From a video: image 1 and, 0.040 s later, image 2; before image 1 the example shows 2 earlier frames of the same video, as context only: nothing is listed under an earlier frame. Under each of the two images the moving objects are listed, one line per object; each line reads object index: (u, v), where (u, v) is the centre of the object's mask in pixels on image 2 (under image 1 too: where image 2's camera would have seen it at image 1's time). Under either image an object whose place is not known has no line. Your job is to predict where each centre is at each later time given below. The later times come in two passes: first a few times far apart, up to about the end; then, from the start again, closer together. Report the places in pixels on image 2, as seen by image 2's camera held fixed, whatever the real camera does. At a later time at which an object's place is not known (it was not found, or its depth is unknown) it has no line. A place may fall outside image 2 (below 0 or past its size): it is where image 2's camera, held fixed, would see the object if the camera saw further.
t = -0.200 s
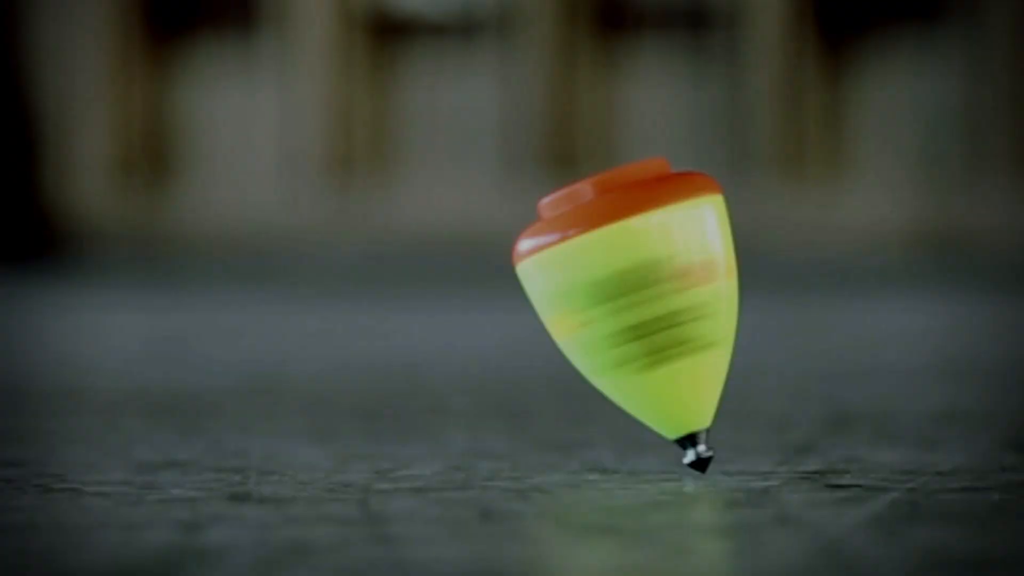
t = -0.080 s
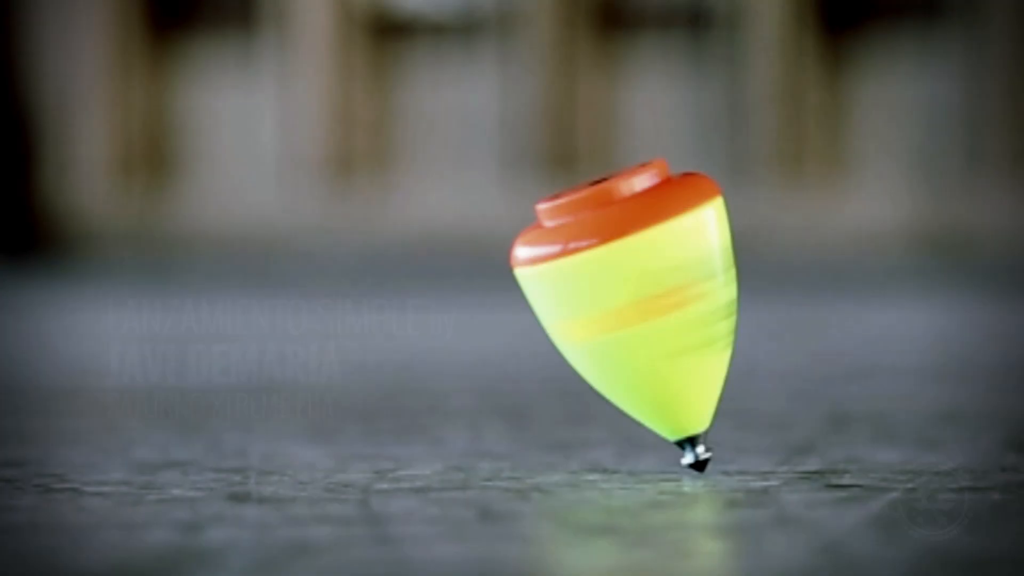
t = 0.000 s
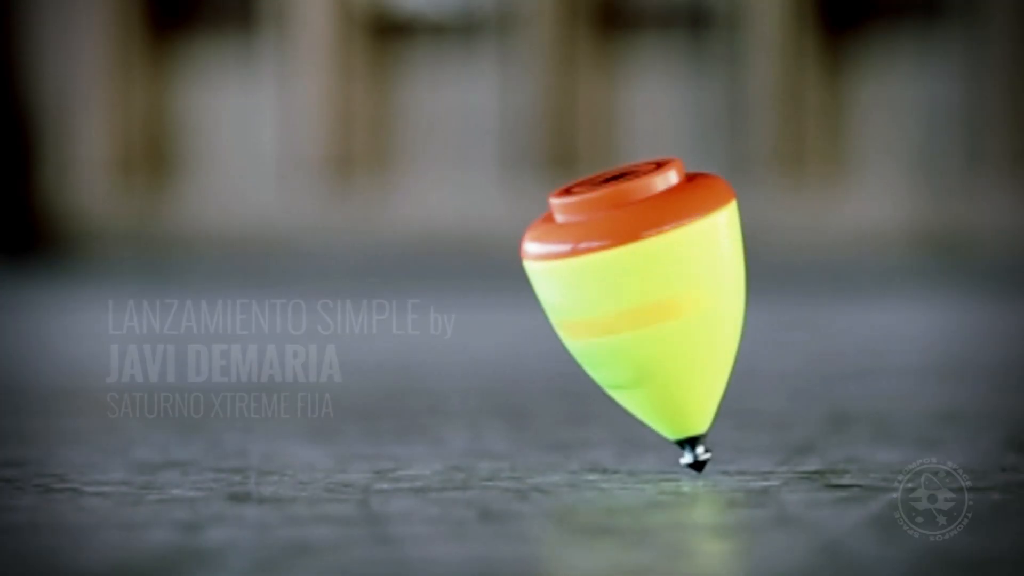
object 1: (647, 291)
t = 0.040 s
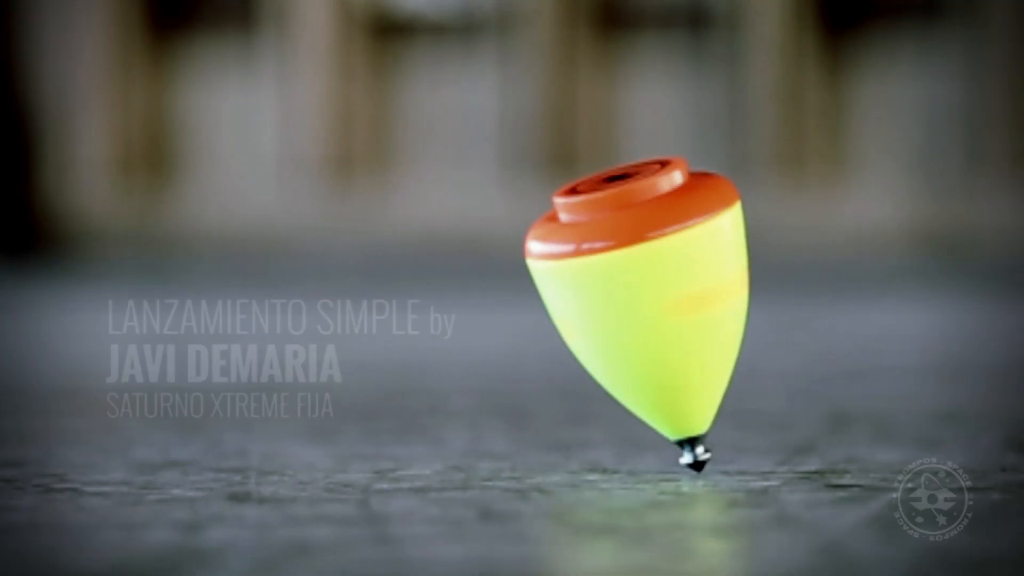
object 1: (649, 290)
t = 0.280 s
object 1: (667, 289)
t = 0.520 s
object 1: (703, 287)
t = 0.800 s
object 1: (718, 293)
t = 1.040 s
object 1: (708, 289)
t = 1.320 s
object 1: (684, 287)
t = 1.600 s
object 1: (662, 288)
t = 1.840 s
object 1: (651, 293)
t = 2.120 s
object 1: (664, 289)
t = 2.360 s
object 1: (687, 287)
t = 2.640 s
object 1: (724, 289)
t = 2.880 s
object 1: (736, 292)
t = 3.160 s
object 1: (720, 287)
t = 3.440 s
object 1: (686, 288)
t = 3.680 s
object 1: (671, 289)
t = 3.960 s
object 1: (661, 294)
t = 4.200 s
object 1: (684, 287)
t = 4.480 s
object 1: (720, 287)
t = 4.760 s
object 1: (742, 292)
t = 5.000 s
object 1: (741, 291)
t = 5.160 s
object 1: (724, 289)
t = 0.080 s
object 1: (651, 290)
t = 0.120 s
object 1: (652, 289)
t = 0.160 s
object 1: (654, 289)
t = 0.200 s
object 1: (657, 289)
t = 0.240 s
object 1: (661, 289)
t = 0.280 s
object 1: (667, 289)
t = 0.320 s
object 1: (675, 288)
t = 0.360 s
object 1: (684, 288)
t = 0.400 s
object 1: (691, 288)
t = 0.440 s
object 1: (698, 287)
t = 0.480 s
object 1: (702, 287)
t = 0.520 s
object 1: (703, 287)
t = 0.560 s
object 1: (704, 287)
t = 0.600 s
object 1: (704, 287)
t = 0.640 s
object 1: (705, 287)
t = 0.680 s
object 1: (708, 288)
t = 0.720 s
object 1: (711, 290)
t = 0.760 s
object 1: (715, 291)
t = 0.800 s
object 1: (718, 293)
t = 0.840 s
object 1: (719, 293)
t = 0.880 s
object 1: (719, 292)
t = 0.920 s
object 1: (717, 291)
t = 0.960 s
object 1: (714, 290)
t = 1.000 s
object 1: (711, 289)
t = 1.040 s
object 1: (708, 289)
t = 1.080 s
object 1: (705, 288)
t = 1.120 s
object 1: (702, 287)
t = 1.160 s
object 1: (698, 287)
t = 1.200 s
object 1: (695, 287)
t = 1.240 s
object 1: (692, 287)
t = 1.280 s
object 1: (688, 287)
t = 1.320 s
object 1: (684, 287)
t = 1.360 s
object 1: (679, 287)
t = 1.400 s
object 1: (675, 288)
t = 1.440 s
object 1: (670, 288)
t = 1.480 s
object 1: (667, 288)
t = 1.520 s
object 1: (666, 288)
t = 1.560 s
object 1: (664, 288)
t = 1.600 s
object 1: (662, 288)
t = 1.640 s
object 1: (661, 289)
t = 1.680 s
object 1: (660, 289)
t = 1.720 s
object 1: (657, 290)
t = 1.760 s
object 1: (654, 291)
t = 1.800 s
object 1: (652, 292)
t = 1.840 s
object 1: (651, 293)
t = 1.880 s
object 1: (650, 294)
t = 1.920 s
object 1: (650, 295)
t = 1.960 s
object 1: (652, 294)
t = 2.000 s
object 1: (654, 292)
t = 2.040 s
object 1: (657, 291)
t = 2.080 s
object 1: (661, 290)
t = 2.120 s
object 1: (664, 289)
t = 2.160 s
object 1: (667, 288)
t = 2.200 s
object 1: (669, 288)
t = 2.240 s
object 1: (673, 287)
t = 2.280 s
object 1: (676, 287)
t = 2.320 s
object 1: (681, 287)
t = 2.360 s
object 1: (687, 287)
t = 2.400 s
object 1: (693, 286)
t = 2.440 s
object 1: (700, 286)
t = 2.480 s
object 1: (705, 287)
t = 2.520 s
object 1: (711, 287)
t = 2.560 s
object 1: (716, 287)
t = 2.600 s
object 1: (721, 288)
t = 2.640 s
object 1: (724, 289)
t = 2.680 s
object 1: (728, 289)
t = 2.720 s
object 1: (730, 290)
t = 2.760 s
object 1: (732, 291)
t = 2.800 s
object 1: (734, 292)
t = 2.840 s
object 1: (736, 293)
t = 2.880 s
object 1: (736, 292)
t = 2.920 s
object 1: (734, 290)
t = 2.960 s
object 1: (731, 289)
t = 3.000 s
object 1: (728, 289)
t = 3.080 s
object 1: (723, 287)
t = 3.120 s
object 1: (721, 287)
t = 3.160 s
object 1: (720, 287)
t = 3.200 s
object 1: (718, 287)
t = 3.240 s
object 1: (715, 287)
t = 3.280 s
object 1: (711, 288)
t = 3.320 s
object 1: (705, 288)
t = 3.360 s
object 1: (699, 288)
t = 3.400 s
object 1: (692, 288)
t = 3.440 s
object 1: (686, 288)
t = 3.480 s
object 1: (681, 288)
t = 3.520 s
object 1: (678, 288)
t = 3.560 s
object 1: (675, 289)
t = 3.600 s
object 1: (674, 289)
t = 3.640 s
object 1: (672, 289)
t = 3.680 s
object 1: (671, 289)
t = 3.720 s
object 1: (669, 290)
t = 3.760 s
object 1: (667, 291)
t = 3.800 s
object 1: (665, 292)
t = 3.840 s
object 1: (663, 293)
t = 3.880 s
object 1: (661, 294)
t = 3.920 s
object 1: (660, 295)
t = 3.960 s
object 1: (661, 294)
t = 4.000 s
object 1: (664, 293)
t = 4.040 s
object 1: (668, 291)
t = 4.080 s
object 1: (672, 290)
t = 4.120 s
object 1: (676, 289)
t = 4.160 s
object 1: (680, 288)
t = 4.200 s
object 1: (684, 287)
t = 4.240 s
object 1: (688, 287)
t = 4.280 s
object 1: (692, 287)
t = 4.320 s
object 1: (697, 287)
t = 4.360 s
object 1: (702, 287)
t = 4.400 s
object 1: (708, 287)
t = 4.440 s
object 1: (714, 287)
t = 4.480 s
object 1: (720, 287)
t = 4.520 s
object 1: (725, 288)
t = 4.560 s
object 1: (730, 288)
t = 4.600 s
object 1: (734, 289)
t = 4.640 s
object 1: (737, 290)
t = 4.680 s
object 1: (740, 290)
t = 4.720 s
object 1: (742, 291)
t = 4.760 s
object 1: (742, 292)
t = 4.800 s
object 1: (741, 292)
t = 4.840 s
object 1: (740, 291)
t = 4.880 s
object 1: (739, 291)
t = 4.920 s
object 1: (739, 291)
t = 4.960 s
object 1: (740, 290)
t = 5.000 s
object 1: (741, 291)
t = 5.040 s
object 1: (739, 291)
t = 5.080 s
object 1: (736, 290)
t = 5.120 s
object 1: (731, 290)
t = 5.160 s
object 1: (724, 289)
